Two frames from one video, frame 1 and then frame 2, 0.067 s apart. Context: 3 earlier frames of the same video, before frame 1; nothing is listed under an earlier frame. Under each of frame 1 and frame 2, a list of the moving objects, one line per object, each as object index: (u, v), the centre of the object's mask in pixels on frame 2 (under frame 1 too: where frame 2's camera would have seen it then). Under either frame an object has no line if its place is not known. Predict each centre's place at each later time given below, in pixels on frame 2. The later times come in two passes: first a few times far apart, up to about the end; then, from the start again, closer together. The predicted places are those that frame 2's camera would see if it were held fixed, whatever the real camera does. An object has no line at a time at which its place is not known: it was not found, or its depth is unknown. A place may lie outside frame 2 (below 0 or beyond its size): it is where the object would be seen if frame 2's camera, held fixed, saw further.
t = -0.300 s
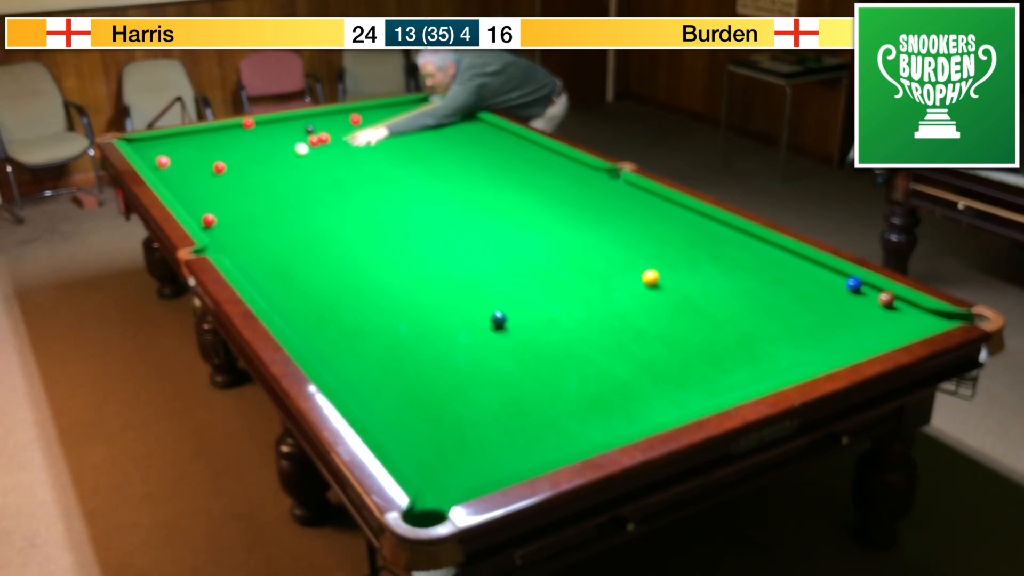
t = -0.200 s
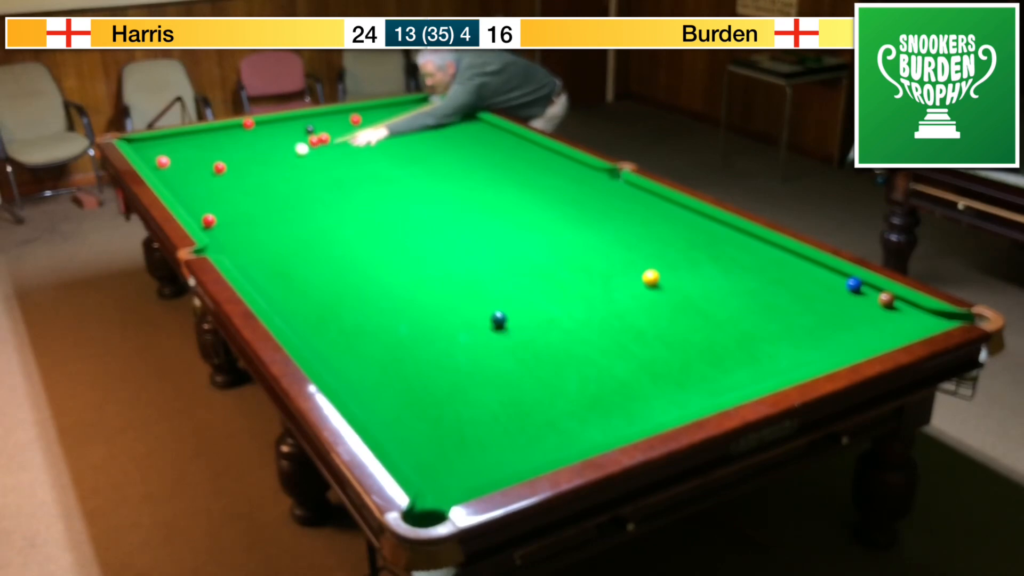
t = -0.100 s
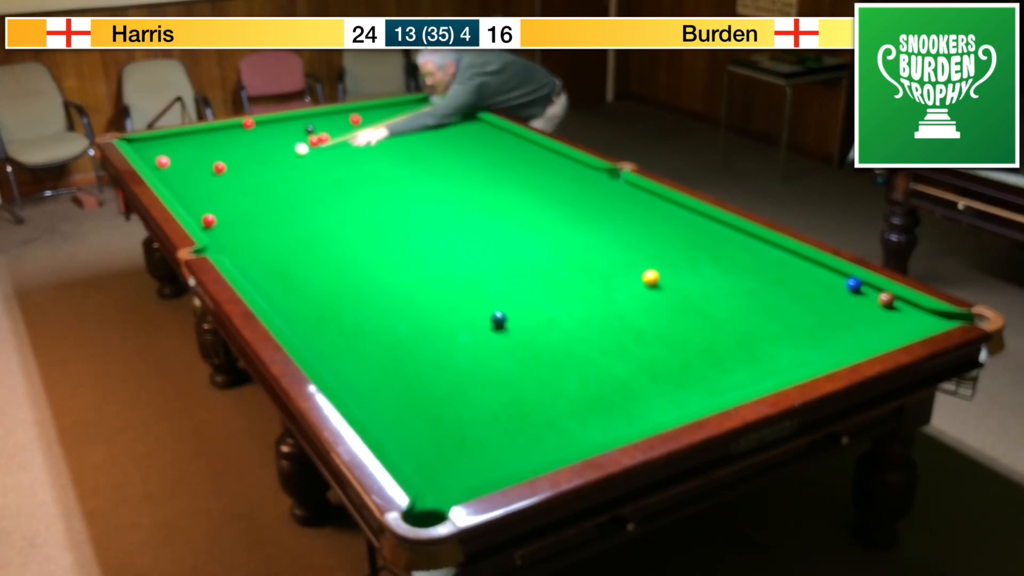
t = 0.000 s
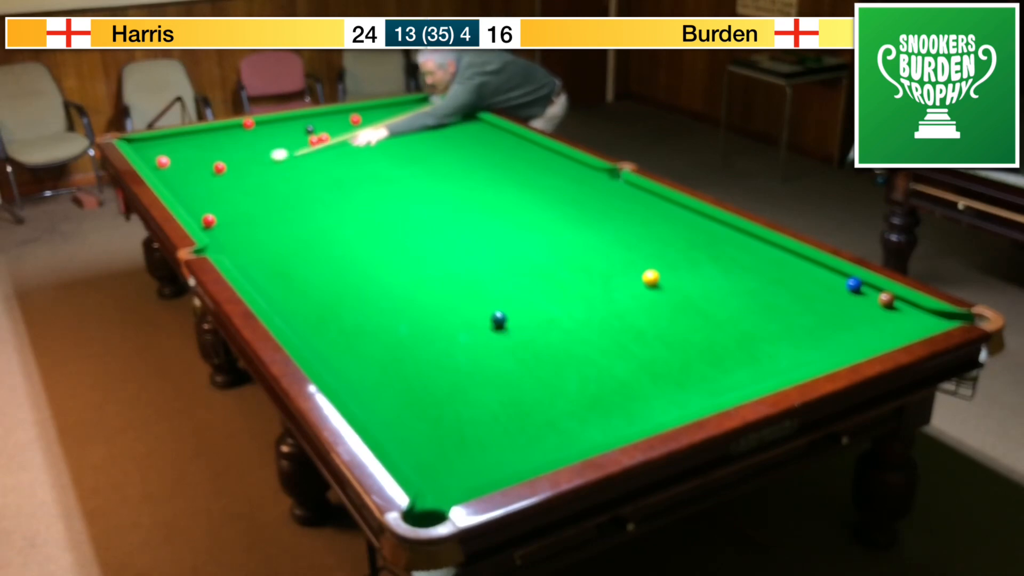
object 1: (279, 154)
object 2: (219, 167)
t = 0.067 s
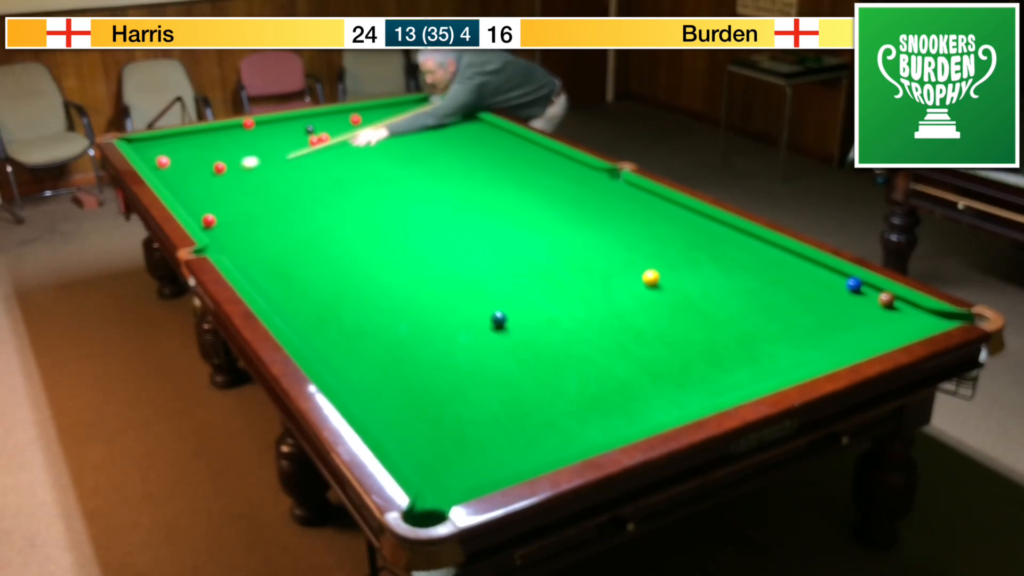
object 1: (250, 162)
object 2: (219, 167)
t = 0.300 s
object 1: (204, 186)
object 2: (178, 168)
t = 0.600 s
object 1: (203, 207)
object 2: (169, 165)
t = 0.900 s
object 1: (248, 217)
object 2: (191, 160)
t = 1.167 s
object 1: (288, 227)
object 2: (210, 157)
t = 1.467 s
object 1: (333, 239)
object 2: (227, 155)
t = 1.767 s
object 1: (379, 250)
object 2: (242, 152)
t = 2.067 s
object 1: (425, 262)
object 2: (254, 151)
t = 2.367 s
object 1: (471, 273)
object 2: (263, 149)
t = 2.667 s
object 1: (516, 286)
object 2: (270, 148)
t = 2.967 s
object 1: (561, 297)
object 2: (275, 147)
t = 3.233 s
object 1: (599, 308)
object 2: (278, 147)
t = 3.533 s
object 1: (642, 320)
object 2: (278, 147)
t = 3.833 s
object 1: (684, 331)
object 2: (278, 147)
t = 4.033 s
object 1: (710, 339)
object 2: (278, 147)
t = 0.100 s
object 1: (236, 165)
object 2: (219, 167)
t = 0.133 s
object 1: (227, 169)
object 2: (214, 167)
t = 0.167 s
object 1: (222, 173)
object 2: (205, 167)
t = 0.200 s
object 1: (217, 177)
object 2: (198, 167)
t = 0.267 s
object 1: (208, 183)
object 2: (184, 167)
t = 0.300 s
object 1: (204, 186)
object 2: (178, 168)
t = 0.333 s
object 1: (200, 190)
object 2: (172, 168)
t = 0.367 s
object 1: (196, 193)
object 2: (165, 169)
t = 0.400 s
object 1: (192, 196)
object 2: (159, 169)
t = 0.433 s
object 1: (188, 199)
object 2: (154, 167)
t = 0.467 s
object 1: (185, 201)
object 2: (156, 167)
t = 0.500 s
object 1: (188, 203)
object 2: (160, 167)
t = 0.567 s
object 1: (198, 205)
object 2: (165, 165)
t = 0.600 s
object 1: (203, 207)
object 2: (169, 165)
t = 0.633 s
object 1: (209, 207)
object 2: (172, 164)
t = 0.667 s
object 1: (214, 208)
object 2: (175, 163)
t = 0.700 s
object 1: (219, 210)
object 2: (177, 162)
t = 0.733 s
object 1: (223, 212)
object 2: (179, 162)
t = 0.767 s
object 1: (228, 213)
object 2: (182, 162)
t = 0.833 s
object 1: (238, 215)
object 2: (187, 161)
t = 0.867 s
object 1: (243, 216)
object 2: (189, 160)
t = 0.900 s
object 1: (248, 217)
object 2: (191, 160)
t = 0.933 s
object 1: (253, 219)
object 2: (194, 160)
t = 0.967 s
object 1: (258, 220)
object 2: (196, 160)
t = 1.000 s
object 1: (263, 221)
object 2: (198, 159)
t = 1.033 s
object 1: (268, 222)
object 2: (201, 158)
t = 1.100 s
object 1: (278, 225)
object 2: (205, 158)
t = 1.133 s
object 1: (283, 226)
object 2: (207, 158)
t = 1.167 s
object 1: (288, 227)
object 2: (210, 157)
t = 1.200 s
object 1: (293, 229)
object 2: (212, 157)
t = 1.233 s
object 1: (298, 230)
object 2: (214, 156)
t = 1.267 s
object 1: (303, 231)
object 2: (216, 156)
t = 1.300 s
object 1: (308, 232)
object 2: (218, 156)
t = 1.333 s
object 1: (313, 233)
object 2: (220, 156)
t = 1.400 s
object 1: (323, 236)
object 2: (224, 155)
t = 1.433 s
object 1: (328, 238)
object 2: (225, 155)
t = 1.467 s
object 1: (333, 239)
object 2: (227, 155)
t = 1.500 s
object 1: (338, 240)
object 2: (229, 154)
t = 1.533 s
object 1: (344, 241)
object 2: (231, 154)
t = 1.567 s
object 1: (349, 242)
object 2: (232, 154)
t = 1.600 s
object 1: (354, 244)
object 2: (234, 154)
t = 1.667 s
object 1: (364, 247)
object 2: (238, 153)
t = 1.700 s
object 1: (369, 247)
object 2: (239, 153)
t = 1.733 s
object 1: (374, 249)
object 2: (241, 153)
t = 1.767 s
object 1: (379, 250)
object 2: (242, 152)
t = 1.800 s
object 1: (384, 251)
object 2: (243, 152)
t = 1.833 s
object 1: (390, 253)
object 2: (245, 152)
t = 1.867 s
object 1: (395, 254)
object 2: (246, 152)
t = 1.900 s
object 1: (399, 255)
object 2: (247, 151)
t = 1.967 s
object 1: (410, 258)
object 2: (250, 151)
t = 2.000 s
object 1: (415, 259)
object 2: (252, 151)
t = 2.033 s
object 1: (420, 261)
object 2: (253, 151)
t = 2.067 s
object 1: (425, 262)
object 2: (254, 151)
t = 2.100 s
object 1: (430, 263)
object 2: (255, 150)
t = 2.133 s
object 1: (435, 264)
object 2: (256, 150)
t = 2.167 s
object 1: (440, 266)
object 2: (257, 150)
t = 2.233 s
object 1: (450, 268)
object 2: (259, 150)
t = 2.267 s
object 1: (455, 270)
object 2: (261, 149)
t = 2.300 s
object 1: (460, 271)
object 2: (262, 149)
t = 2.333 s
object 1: (466, 272)
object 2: (263, 149)
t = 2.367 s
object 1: (471, 273)
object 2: (263, 149)
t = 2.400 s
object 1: (476, 275)
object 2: (264, 149)
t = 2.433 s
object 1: (481, 276)
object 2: (265, 149)
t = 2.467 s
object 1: (486, 278)
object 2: (266, 149)
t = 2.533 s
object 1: (496, 280)
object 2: (268, 149)
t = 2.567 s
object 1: (501, 281)
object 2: (268, 148)
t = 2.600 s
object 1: (506, 282)
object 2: (269, 148)
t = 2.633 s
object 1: (511, 284)
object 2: (270, 148)
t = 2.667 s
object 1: (516, 286)
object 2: (270, 148)
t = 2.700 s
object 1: (521, 287)
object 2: (271, 148)
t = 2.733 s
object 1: (526, 288)
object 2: (272, 148)
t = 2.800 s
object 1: (536, 290)
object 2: (273, 147)
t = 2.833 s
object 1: (541, 292)
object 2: (273, 147)
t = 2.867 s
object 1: (546, 293)
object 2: (274, 147)
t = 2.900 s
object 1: (551, 295)
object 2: (274, 148)
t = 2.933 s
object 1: (556, 296)
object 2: (275, 147)
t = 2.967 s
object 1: (561, 297)
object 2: (275, 147)
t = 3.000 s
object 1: (565, 299)
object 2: (276, 147)
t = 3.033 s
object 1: (570, 300)
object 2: (276, 147)
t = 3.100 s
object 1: (580, 303)
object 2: (277, 147)
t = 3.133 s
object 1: (585, 304)
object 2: (277, 147)
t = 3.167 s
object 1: (590, 305)
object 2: (277, 147)
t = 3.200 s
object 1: (595, 306)
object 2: (277, 147)
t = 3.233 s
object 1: (599, 308)
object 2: (278, 147)
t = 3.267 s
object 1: (605, 310)
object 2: (278, 146)
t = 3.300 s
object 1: (609, 311)
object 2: (278, 146)
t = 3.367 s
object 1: (619, 313)
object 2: (278, 146)
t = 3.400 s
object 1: (624, 314)
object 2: (278, 146)
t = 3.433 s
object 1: (628, 316)
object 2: (278, 146)
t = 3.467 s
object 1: (633, 317)
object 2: (278, 146)
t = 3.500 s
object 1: (638, 318)
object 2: (278, 146)
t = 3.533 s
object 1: (642, 320)
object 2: (278, 147)
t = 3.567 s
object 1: (647, 321)
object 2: (278, 147)
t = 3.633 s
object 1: (656, 323)
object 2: (278, 147)
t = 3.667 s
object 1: (661, 325)
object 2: (278, 147)
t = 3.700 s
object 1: (666, 326)
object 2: (278, 147)
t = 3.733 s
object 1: (670, 328)
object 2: (278, 147)
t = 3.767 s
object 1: (675, 329)
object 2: (278, 146)
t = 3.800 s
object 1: (679, 330)
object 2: (278, 147)
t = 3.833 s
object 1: (684, 331)
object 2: (278, 147)
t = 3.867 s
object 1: (688, 333)
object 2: (278, 146)
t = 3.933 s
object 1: (697, 335)
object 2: (278, 146)
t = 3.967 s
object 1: (702, 336)
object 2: (278, 146)
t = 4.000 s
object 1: (706, 338)
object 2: (278, 147)
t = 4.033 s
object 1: (710, 339)
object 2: (278, 147)
